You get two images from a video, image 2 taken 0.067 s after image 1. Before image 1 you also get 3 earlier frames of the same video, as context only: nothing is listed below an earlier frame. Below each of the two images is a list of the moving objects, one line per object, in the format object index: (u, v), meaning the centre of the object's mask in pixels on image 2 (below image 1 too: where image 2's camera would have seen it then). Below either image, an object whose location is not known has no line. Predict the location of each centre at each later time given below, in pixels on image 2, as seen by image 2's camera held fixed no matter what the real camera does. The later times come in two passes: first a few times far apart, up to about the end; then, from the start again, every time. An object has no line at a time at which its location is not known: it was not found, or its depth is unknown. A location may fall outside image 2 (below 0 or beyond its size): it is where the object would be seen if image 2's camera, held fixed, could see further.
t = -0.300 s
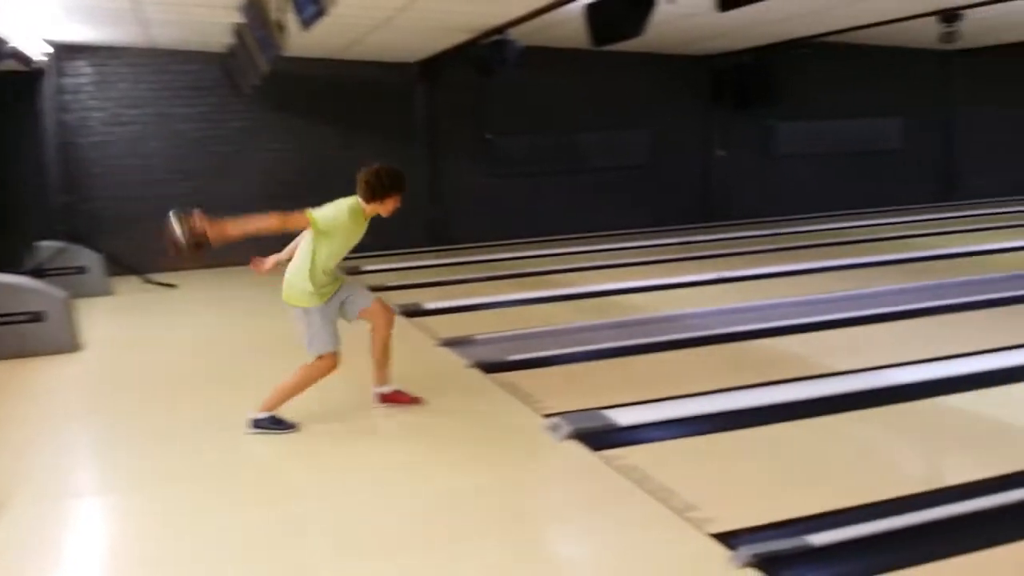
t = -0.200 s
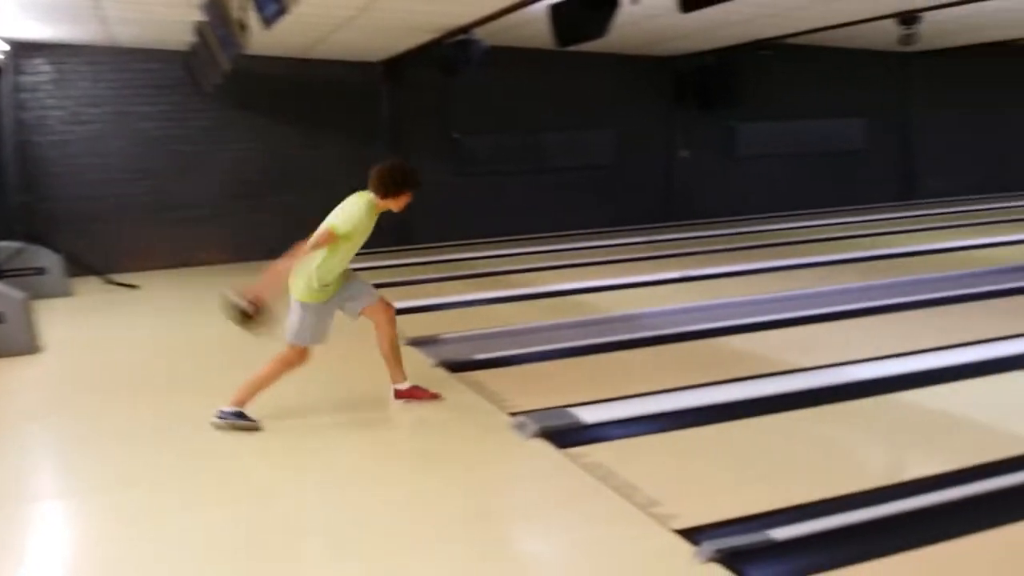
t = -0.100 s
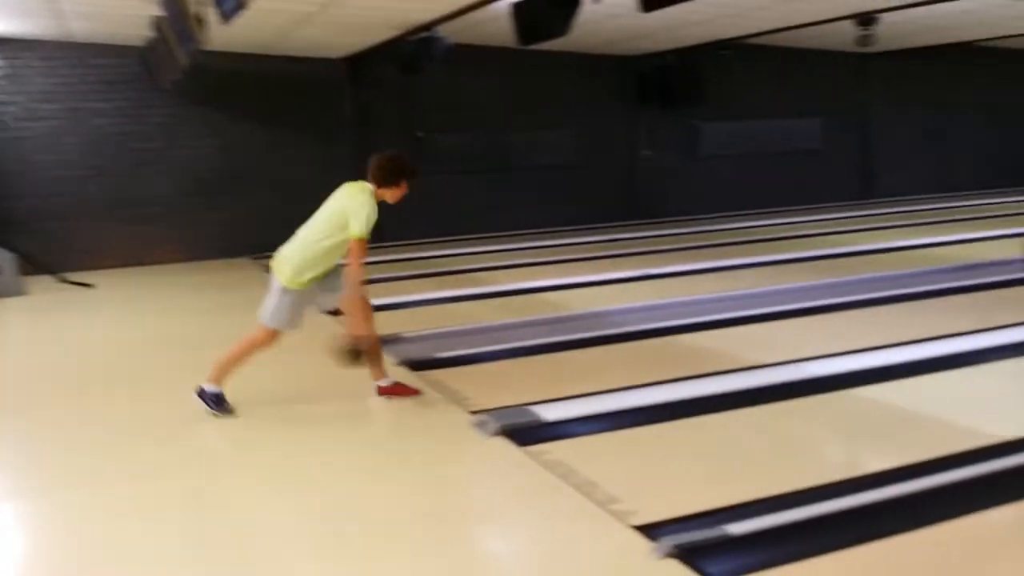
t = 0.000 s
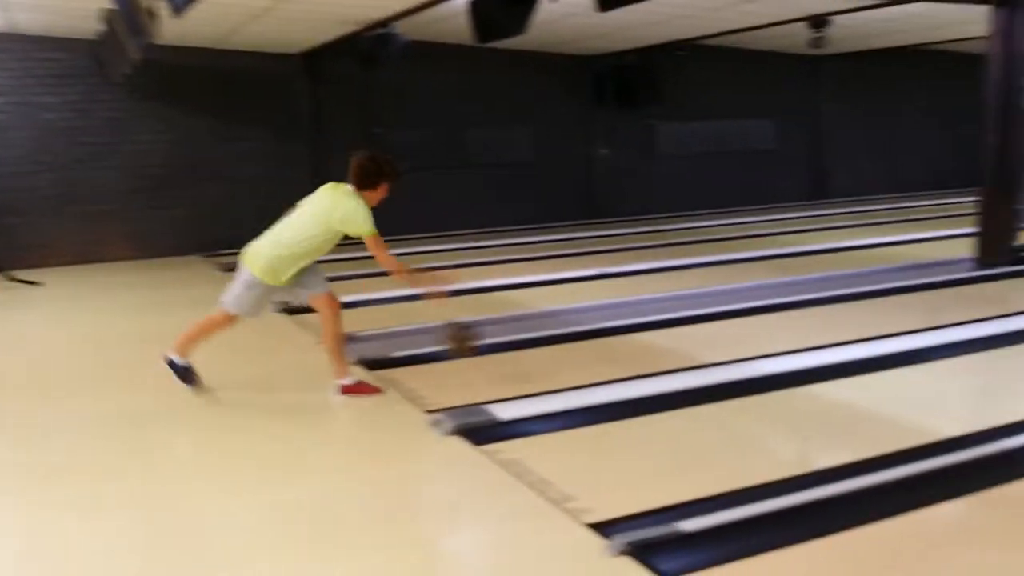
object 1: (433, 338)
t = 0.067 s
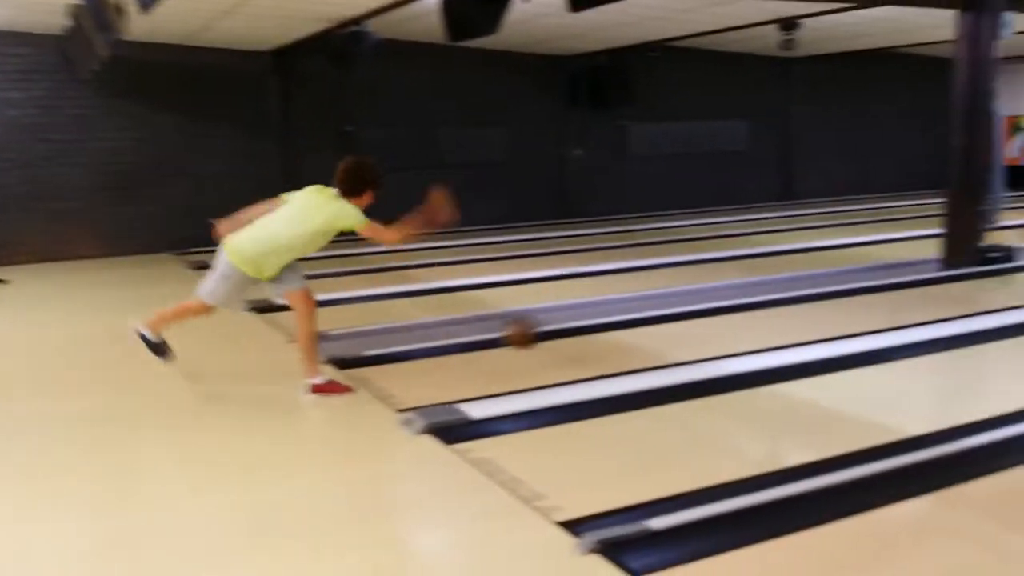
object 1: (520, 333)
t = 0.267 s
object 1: (745, 328)
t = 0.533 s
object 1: (968, 294)
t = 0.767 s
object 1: (1118, 271)
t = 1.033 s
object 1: (1249, 251)
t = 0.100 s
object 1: (560, 334)
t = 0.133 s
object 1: (600, 337)
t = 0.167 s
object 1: (642, 341)
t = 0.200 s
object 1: (677, 339)
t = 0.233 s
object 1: (712, 334)
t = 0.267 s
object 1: (745, 328)
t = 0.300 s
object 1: (777, 324)
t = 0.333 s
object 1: (807, 320)
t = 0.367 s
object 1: (836, 314)
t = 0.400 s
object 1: (865, 310)
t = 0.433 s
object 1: (891, 306)
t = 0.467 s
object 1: (918, 302)
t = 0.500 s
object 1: (943, 298)
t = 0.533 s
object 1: (968, 294)
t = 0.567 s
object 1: (993, 290)
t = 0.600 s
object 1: (1015, 287)
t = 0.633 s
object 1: (1037, 284)
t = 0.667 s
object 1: (1058, 281)
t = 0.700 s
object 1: (1078, 277)
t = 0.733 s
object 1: (1098, 274)
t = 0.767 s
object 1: (1118, 271)
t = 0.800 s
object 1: (1136, 268)
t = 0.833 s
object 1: (1154, 266)
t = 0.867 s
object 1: (1171, 263)
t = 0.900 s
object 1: (1188, 260)
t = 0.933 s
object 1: (1204, 258)
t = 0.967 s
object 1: (1219, 255)
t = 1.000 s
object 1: (1235, 253)
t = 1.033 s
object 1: (1249, 251)
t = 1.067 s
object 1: (1264, 248)
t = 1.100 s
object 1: (1275, 246)
